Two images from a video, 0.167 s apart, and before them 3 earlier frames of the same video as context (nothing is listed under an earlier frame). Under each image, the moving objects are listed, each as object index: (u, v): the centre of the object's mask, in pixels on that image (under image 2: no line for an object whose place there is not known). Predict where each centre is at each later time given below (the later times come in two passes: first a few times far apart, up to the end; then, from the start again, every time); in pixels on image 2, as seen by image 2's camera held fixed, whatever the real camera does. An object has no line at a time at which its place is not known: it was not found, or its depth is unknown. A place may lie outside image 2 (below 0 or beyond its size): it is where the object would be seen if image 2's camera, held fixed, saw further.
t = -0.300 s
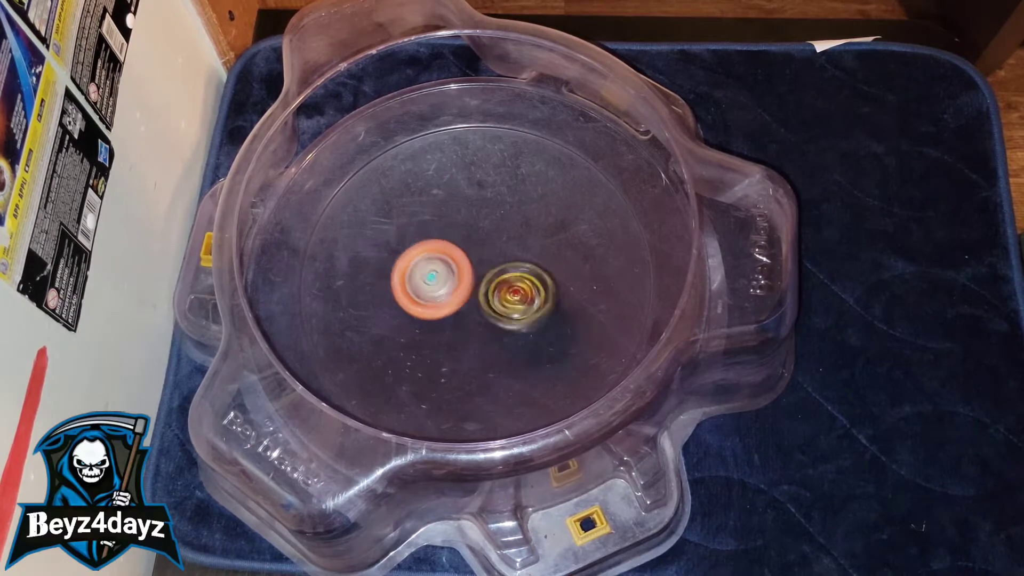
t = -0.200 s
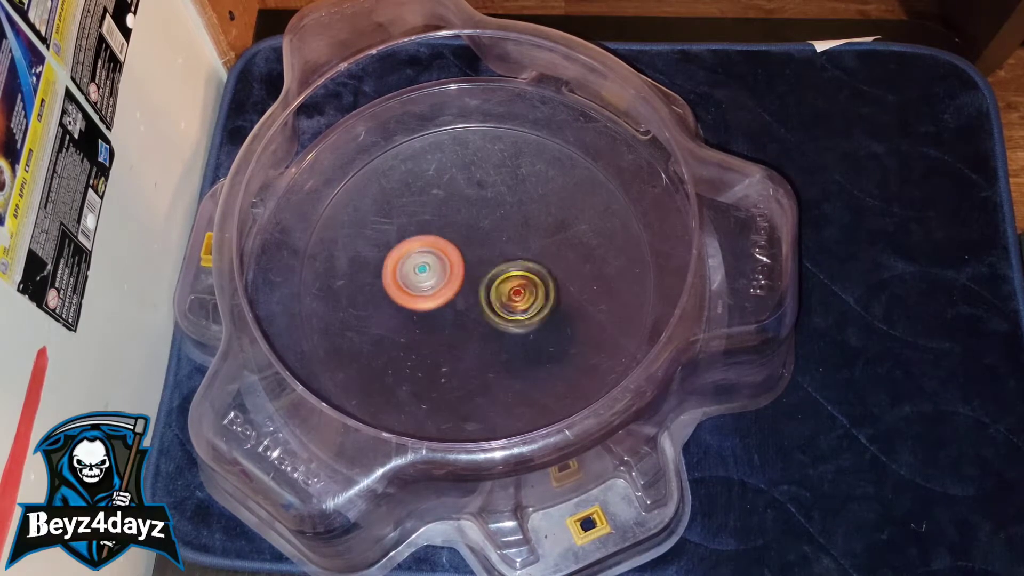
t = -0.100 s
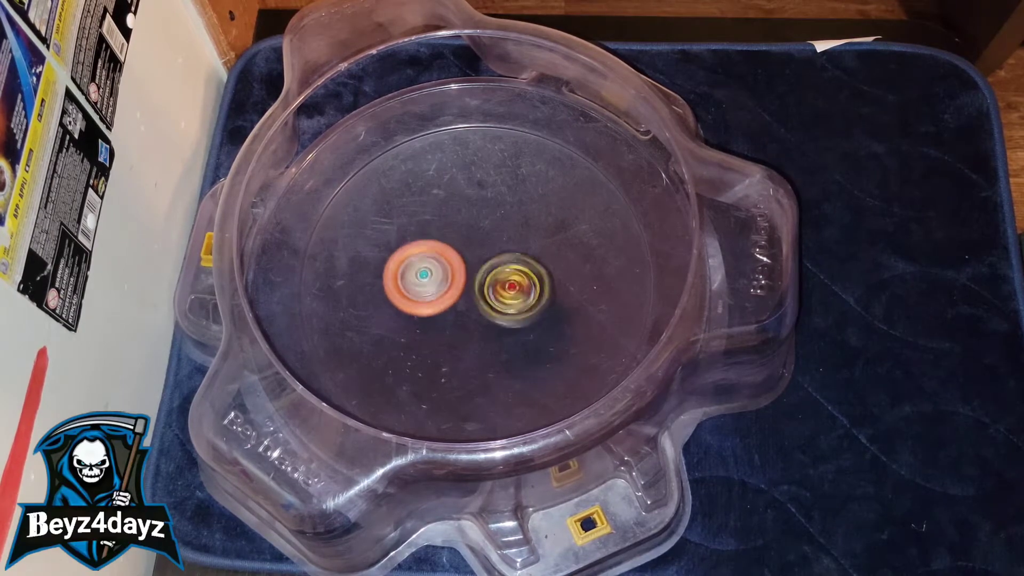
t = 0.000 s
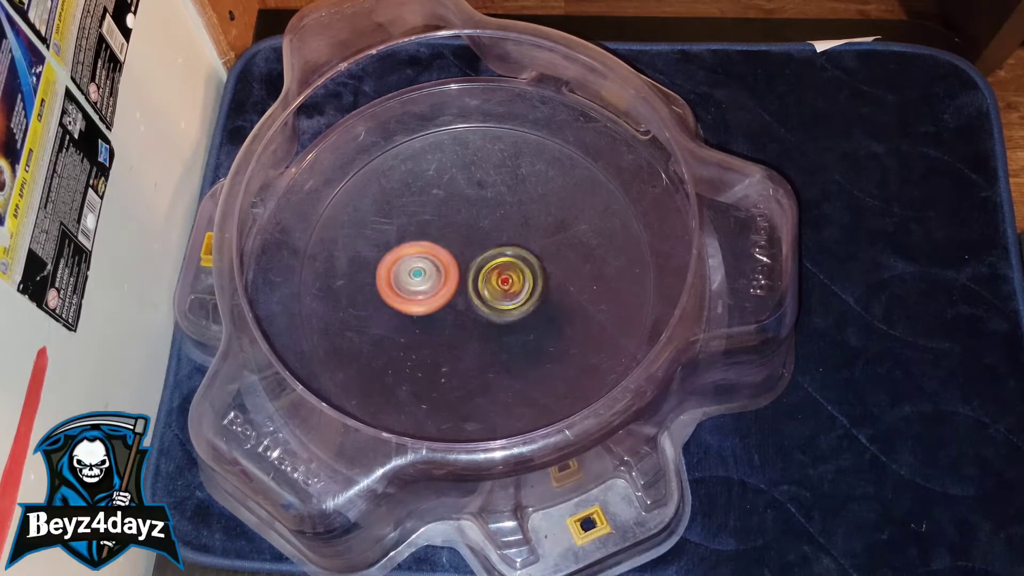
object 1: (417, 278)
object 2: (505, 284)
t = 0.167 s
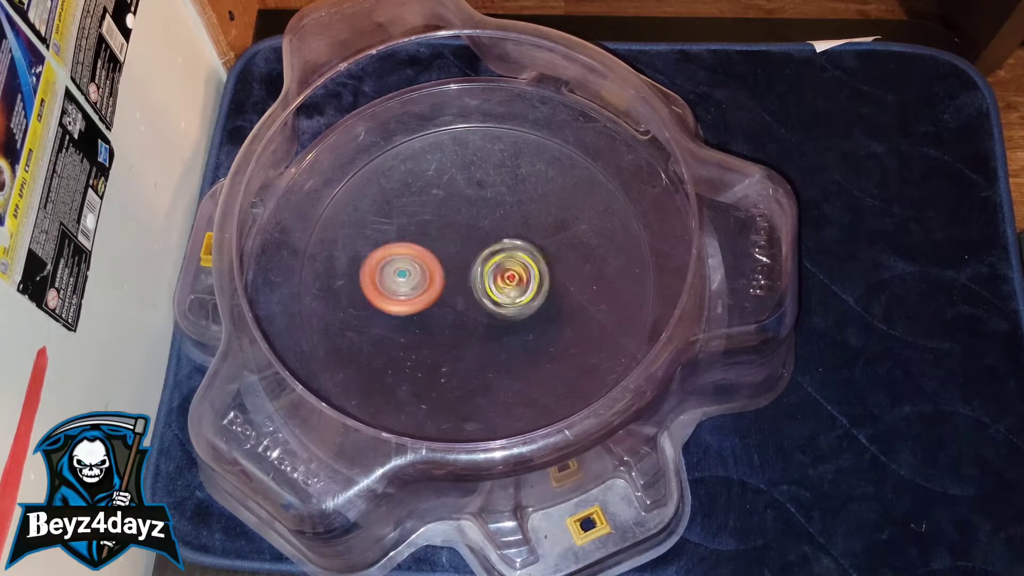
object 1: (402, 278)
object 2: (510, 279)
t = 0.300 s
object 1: (397, 277)
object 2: (511, 279)
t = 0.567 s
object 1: (402, 274)
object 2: (498, 270)
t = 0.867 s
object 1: (424, 280)
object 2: (514, 271)
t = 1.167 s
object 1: (436, 298)
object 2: (514, 279)
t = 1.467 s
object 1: (415, 307)
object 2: (529, 294)
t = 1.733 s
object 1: (413, 300)
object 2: (499, 291)
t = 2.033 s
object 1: (432, 282)
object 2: (512, 297)
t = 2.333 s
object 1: (461, 269)
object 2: (531, 327)
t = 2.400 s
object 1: (471, 272)
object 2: (528, 328)
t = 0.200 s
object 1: (399, 277)
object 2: (514, 282)
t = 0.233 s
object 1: (398, 277)
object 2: (515, 283)
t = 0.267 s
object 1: (397, 278)
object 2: (513, 282)
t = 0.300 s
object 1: (397, 277)
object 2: (511, 279)
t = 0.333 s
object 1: (396, 276)
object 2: (512, 276)
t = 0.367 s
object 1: (395, 276)
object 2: (515, 273)
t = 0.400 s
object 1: (396, 276)
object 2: (516, 274)
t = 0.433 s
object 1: (397, 275)
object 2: (516, 275)
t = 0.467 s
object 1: (397, 275)
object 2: (513, 276)
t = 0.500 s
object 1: (399, 275)
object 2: (507, 276)
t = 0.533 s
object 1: (401, 275)
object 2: (502, 273)
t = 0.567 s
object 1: (402, 274)
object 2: (498, 270)
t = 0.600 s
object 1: (404, 275)
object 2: (498, 266)
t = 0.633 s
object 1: (407, 276)
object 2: (502, 265)
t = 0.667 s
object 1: (409, 276)
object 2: (504, 265)
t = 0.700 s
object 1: (411, 276)
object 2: (504, 265)
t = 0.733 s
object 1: (414, 278)
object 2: (503, 266)
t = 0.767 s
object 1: (418, 279)
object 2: (501, 268)
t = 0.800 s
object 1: (418, 278)
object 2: (505, 271)
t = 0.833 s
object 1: (420, 278)
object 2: (509, 270)
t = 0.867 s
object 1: (424, 280)
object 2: (514, 271)
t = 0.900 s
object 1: (425, 282)
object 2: (514, 272)
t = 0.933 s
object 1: (427, 283)
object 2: (515, 273)
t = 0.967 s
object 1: (430, 287)
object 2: (514, 272)
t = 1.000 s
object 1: (432, 288)
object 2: (513, 271)
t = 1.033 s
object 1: (435, 290)
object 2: (512, 272)
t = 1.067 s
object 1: (436, 293)
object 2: (511, 271)
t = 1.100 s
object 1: (437, 295)
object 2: (510, 272)
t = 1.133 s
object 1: (435, 296)
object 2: (512, 275)
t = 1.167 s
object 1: (436, 298)
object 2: (514, 279)
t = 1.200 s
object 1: (437, 301)
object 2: (514, 284)
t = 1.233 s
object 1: (429, 302)
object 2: (518, 288)
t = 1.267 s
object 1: (421, 301)
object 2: (527, 290)
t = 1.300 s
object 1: (417, 302)
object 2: (533, 290)
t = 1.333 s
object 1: (417, 303)
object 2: (540, 289)
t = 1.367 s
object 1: (416, 305)
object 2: (540, 290)
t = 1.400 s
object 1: (415, 305)
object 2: (537, 291)
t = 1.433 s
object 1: (415, 306)
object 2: (534, 291)
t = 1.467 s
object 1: (415, 307)
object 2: (529, 294)
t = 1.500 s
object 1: (414, 306)
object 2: (521, 297)
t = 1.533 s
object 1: (414, 306)
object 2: (511, 296)
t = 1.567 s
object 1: (415, 306)
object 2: (505, 294)
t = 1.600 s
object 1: (415, 306)
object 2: (502, 290)
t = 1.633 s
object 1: (414, 305)
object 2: (499, 289)
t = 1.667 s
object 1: (412, 302)
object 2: (498, 291)
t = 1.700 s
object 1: (413, 300)
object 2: (497, 293)
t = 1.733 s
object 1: (413, 300)
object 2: (499, 291)
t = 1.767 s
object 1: (414, 298)
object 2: (503, 290)
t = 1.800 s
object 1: (415, 298)
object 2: (505, 290)
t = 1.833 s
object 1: (416, 298)
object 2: (504, 288)
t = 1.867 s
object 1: (417, 297)
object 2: (502, 288)
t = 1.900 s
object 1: (419, 296)
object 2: (500, 288)
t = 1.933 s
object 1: (420, 292)
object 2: (505, 290)
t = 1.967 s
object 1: (423, 287)
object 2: (510, 292)
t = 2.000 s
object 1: (428, 285)
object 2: (512, 295)
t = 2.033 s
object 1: (432, 282)
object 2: (512, 297)
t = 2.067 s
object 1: (437, 280)
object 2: (513, 298)
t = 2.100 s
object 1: (435, 273)
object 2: (522, 301)
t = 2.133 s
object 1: (436, 269)
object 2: (529, 305)
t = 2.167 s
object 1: (441, 267)
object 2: (531, 310)
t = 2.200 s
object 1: (444, 268)
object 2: (532, 313)
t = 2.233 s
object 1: (448, 267)
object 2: (534, 316)
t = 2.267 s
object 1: (452, 267)
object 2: (533, 320)
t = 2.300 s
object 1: (457, 267)
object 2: (532, 323)
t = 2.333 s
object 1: (461, 269)
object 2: (531, 327)
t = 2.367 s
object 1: (467, 269)
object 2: (529, 327)
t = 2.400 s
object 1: (471, 272)
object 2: (528, 328)
